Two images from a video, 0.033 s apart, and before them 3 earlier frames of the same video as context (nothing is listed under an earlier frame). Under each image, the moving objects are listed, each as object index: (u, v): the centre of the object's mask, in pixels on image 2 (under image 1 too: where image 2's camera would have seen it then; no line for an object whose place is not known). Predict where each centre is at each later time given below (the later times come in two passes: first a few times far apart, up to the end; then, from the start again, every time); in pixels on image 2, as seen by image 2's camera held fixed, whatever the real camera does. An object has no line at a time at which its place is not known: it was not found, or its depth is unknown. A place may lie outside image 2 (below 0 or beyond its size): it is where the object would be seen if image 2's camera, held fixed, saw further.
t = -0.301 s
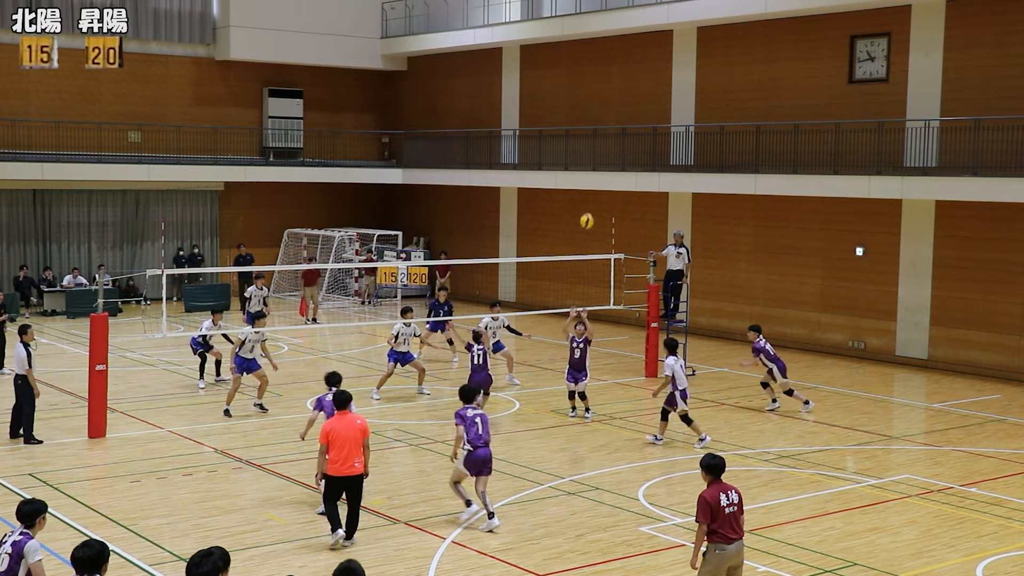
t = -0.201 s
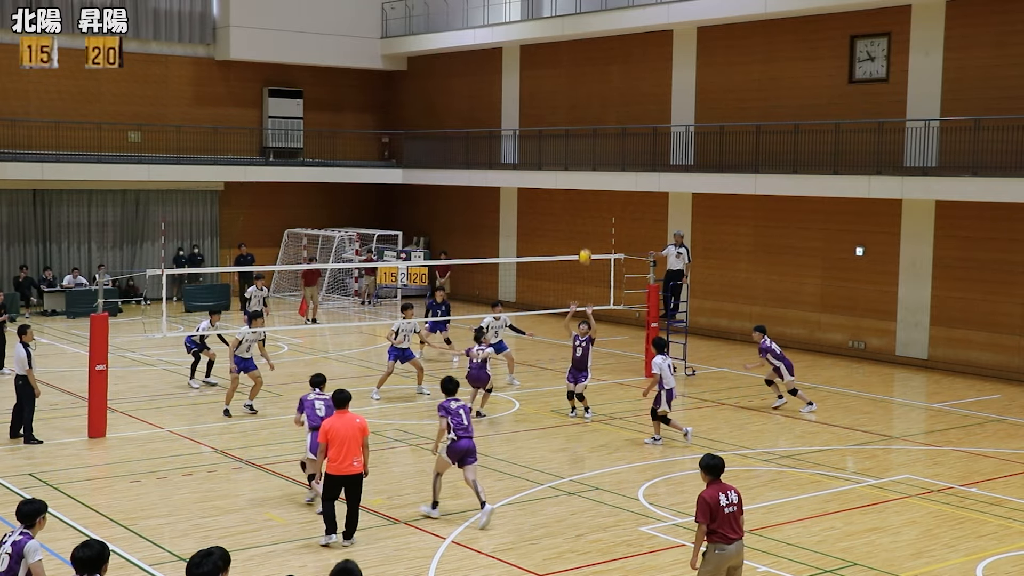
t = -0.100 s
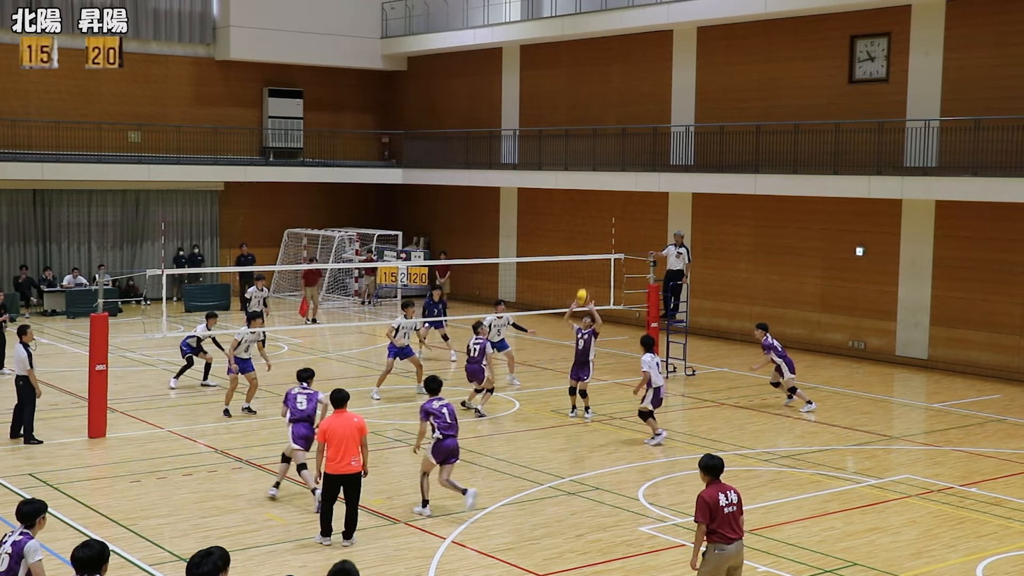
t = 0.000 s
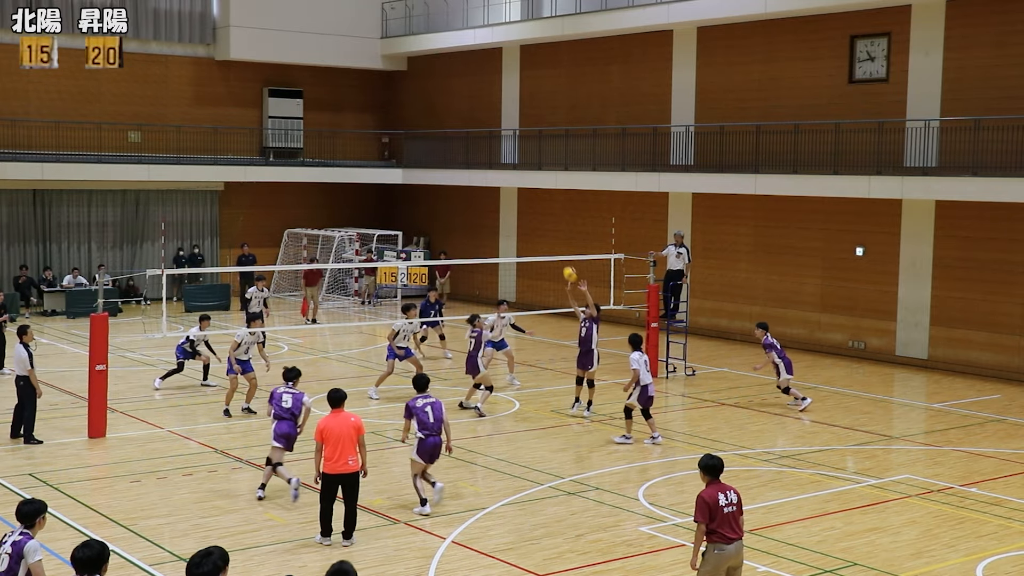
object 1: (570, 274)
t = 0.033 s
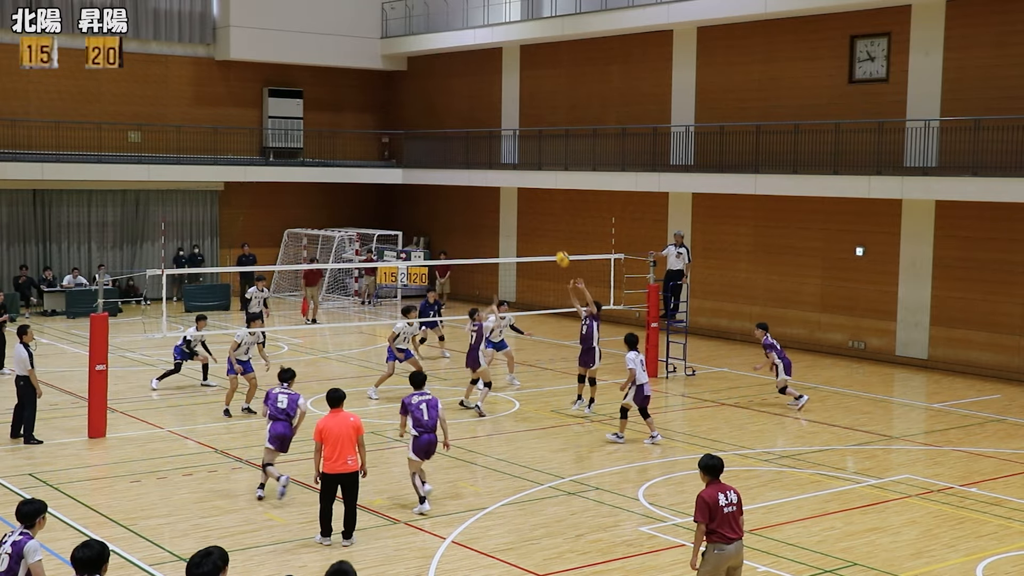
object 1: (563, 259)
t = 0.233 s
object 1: (518, 182)
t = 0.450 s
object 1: (469, 128)
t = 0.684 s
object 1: (417, 102)
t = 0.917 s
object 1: (364, 112)
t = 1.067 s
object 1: (331, 137)
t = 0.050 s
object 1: (558, 250)
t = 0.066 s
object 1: (555, 244)
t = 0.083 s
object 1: (552, 237)
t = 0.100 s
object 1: (548, 230)
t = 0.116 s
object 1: (544, 224)
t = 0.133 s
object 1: (540, 217)
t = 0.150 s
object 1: (537, 211)
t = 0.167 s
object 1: (533, 205)
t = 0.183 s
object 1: (529, 199)
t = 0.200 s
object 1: (525, 193)
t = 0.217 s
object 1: (522, 188)
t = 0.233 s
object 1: (518, 182)
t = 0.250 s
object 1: (514, 176)
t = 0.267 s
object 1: (510, 171)
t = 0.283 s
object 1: (506, 166)
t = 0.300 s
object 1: (502, 162)
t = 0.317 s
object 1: (498, 158)
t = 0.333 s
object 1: (494, 153)
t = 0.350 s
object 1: (491, 149)
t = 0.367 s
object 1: (487, 145)
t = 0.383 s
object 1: (484, 141)
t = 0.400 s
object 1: (480, 138)
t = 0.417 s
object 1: (476, 134)
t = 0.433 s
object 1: (472, 131)
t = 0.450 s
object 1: (469, 128)
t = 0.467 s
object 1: (465, 125)
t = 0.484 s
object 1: (461, 122)
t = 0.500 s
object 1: (457, 119)
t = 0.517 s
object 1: (454, 117)
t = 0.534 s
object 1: (450, 114)
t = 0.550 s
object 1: (446, 112)
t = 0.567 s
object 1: (443, 110)
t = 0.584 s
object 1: (439, 109)
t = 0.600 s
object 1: (435, 107)
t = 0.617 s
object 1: (431, 106)
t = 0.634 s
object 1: (428, 104)
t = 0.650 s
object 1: (424, 103)
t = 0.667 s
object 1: (420, 102)
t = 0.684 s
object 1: (417, 102)
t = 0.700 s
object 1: (413, 101)
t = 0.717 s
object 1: (409, 101)
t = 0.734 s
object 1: (405, 101)
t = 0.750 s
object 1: (402, 101)
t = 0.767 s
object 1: (398, 101)
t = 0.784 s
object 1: (394, 102)
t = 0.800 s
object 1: (391, 102)
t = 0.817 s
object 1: (387, 103)
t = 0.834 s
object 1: (383, 104)
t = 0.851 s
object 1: (379, 105)
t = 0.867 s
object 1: (376, 106)
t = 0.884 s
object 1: (372, 108)
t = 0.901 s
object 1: (368, 110)
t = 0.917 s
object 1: (364, 112)
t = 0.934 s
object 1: (361, 114)
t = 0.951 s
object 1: (357, 116)
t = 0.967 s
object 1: (353, 118)
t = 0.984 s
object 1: (350, 121)
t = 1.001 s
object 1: (346, 124)
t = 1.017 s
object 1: (342, 127)
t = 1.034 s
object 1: (338, 130)
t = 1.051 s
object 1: (335, 133)
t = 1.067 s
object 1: (331, 137)
